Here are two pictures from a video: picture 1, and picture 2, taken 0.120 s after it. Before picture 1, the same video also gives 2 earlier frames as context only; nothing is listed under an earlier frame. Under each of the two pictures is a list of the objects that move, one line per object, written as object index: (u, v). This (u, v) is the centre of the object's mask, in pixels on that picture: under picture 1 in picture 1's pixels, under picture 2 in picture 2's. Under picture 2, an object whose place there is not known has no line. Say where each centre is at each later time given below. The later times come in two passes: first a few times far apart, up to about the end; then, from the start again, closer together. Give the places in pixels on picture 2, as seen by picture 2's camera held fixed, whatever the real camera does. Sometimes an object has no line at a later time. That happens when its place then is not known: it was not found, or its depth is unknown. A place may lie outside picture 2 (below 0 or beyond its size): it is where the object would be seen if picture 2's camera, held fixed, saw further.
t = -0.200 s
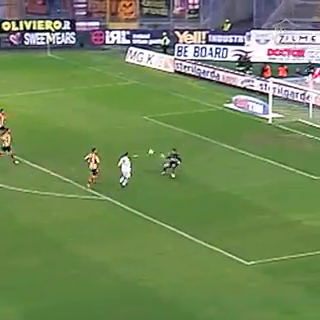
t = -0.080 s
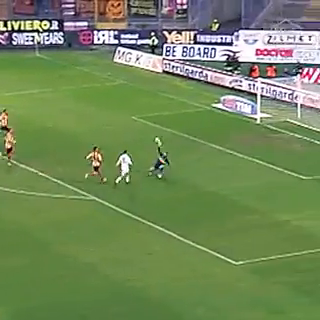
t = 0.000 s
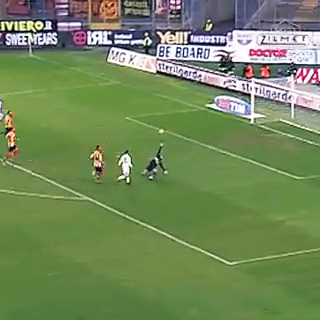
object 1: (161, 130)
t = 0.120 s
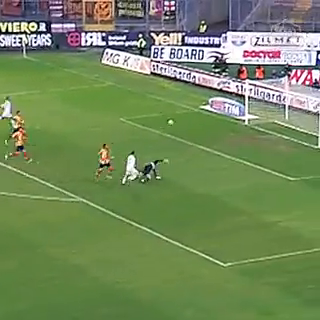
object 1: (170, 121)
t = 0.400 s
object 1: (205, 109)
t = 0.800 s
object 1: (254, 119)
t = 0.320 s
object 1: (195, 111)
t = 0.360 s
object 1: (200, 110)
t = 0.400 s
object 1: (205, 109)
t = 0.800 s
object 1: (254, 119)
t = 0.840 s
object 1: (257, 121)
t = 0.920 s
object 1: (268, 128)
